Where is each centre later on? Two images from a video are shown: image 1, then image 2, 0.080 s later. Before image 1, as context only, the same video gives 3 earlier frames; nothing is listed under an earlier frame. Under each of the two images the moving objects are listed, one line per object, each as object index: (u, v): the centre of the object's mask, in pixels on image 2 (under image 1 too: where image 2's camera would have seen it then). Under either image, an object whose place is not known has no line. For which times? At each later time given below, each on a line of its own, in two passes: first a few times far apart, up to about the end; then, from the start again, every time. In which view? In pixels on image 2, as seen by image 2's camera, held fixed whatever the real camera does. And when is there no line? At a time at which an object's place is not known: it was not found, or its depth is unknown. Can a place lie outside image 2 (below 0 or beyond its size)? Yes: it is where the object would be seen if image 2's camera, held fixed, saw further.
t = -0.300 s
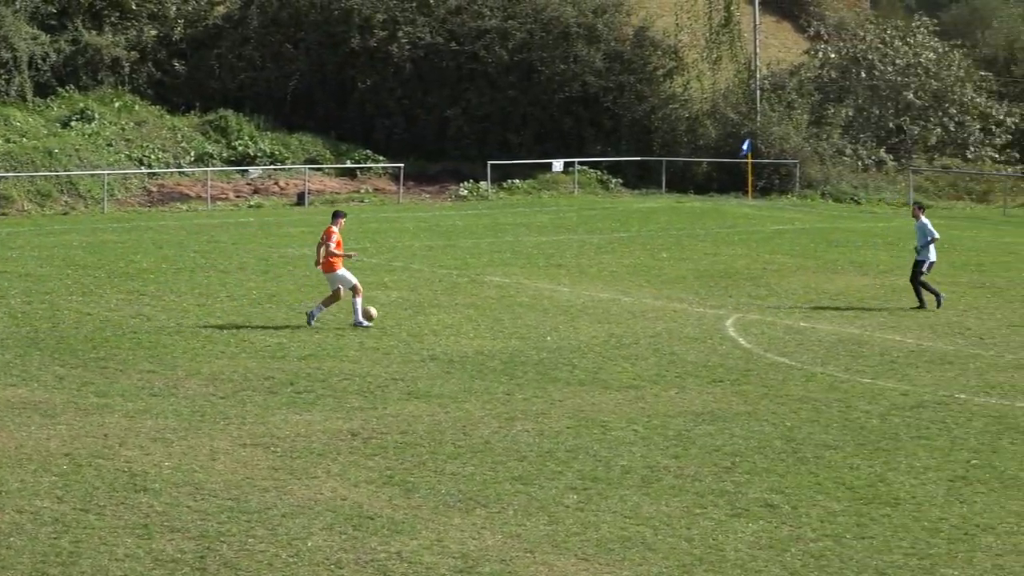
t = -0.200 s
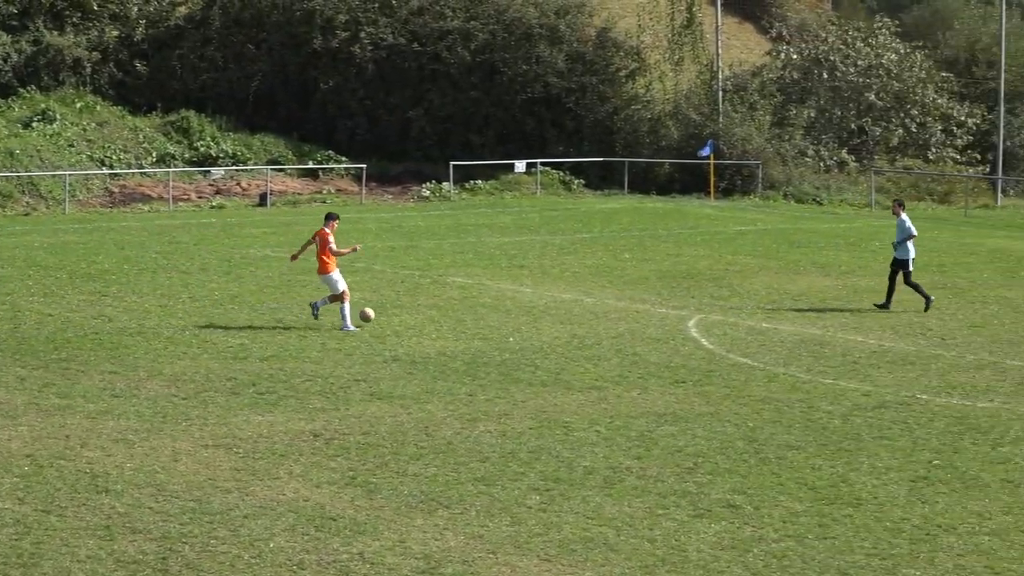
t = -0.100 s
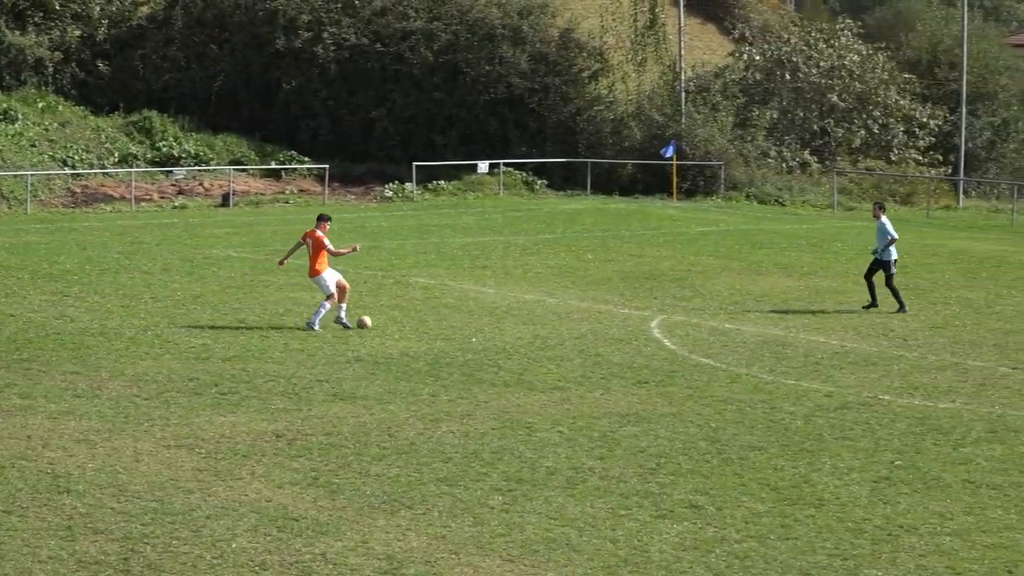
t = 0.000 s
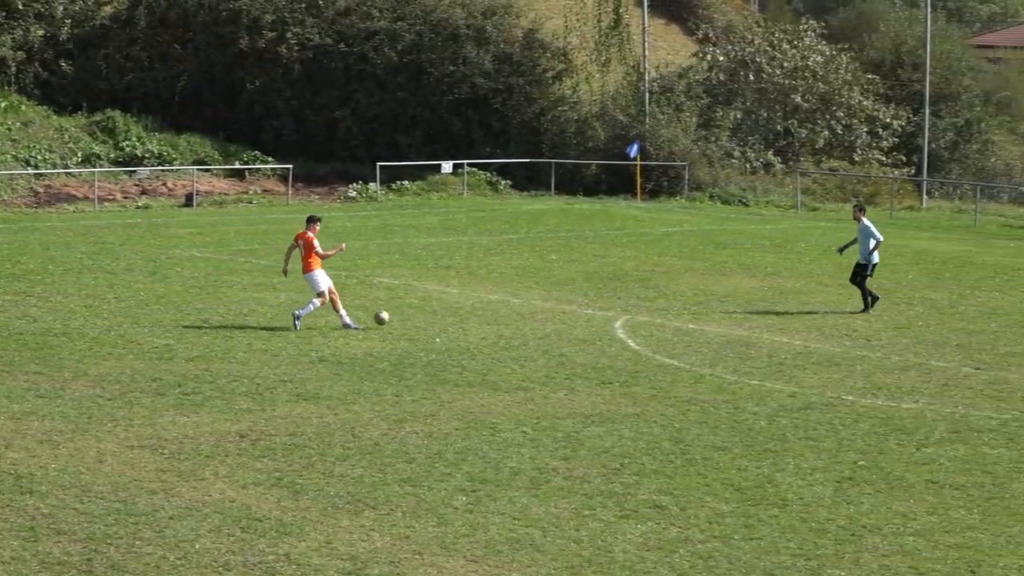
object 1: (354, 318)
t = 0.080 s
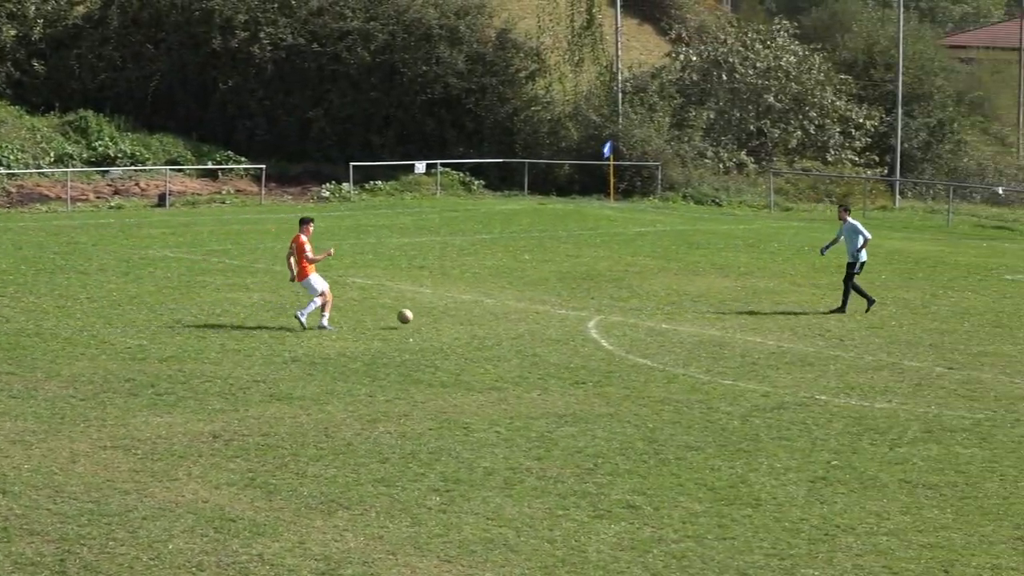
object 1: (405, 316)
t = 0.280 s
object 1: (517, 317)
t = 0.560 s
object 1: (641, 319)
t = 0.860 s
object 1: (752, 322)
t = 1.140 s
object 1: (853, 322)
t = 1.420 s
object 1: (948, 323)
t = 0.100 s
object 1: (417, 316)
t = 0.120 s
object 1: (429, 317)
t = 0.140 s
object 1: (442, 318)
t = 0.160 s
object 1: (454, 319)
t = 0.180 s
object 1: (466, 320)
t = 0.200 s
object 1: (478, 321)
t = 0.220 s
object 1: (488, 321)
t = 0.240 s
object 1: (498, 319)
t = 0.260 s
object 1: (508, 318)
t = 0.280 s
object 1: (517, 317)
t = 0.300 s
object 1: (527, 316)
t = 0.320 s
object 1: (536, 315)
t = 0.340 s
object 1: (546, 315)
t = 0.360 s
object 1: (555, 315)
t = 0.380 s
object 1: (564, 316)
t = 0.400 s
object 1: (574, 316)
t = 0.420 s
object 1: (583, 317)
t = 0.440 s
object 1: (592, 318)
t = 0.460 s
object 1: (602, 320)
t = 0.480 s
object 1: (610, 321)
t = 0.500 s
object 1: (618, 320)
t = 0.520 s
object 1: (626, 319)
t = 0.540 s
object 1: (634, 319)
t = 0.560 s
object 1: (641, 319)
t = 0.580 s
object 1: (649, 319)
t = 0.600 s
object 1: (656, 319)
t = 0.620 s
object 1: (664, 320)
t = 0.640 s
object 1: (672, 321)
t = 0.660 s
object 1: (679, 321)
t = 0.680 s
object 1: (687, 320)
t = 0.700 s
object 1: (694, 320)
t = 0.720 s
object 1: (701, 319)
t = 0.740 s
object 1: (709, 319)
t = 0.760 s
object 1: (716, 318)
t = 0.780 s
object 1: (723, 319)
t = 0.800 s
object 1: (731, 319)
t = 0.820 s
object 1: (738, 320)
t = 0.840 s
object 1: (745, 321)
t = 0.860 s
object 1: (752, 322)
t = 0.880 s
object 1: (760, 323)
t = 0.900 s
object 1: (767, 323)
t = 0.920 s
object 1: (774, 322)
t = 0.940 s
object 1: (781, 322)
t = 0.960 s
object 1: (789, 322)
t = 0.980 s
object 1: (796, 322)
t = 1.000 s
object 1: (803, 322)
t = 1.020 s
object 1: (810, 323)
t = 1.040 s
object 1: (817, 323)
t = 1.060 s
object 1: (825, 324)
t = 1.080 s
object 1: (831, 323)
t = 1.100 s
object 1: (838, 322)
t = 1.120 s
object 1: (846, 322)
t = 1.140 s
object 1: (853, 322)
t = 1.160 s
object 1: (860, 322)
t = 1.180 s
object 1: (867, 323)
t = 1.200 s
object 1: (874, 324)
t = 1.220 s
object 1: (881, 324)
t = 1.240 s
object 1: (888, 325)
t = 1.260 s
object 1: (895, 325)
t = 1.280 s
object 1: (902, 324)
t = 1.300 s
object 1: (908, 323)
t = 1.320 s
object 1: (915, 322)
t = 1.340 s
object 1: (922, 322)
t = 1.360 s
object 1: (928, 321)
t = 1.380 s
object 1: (935, 322)
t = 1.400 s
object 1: (942, 322)
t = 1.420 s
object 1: (948, 323)
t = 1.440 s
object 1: (955, 323)
